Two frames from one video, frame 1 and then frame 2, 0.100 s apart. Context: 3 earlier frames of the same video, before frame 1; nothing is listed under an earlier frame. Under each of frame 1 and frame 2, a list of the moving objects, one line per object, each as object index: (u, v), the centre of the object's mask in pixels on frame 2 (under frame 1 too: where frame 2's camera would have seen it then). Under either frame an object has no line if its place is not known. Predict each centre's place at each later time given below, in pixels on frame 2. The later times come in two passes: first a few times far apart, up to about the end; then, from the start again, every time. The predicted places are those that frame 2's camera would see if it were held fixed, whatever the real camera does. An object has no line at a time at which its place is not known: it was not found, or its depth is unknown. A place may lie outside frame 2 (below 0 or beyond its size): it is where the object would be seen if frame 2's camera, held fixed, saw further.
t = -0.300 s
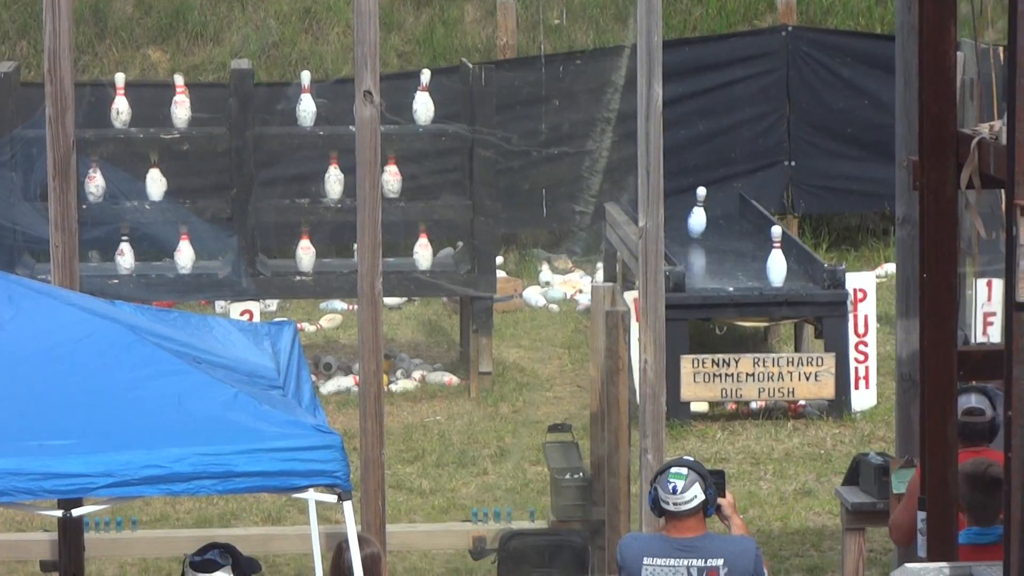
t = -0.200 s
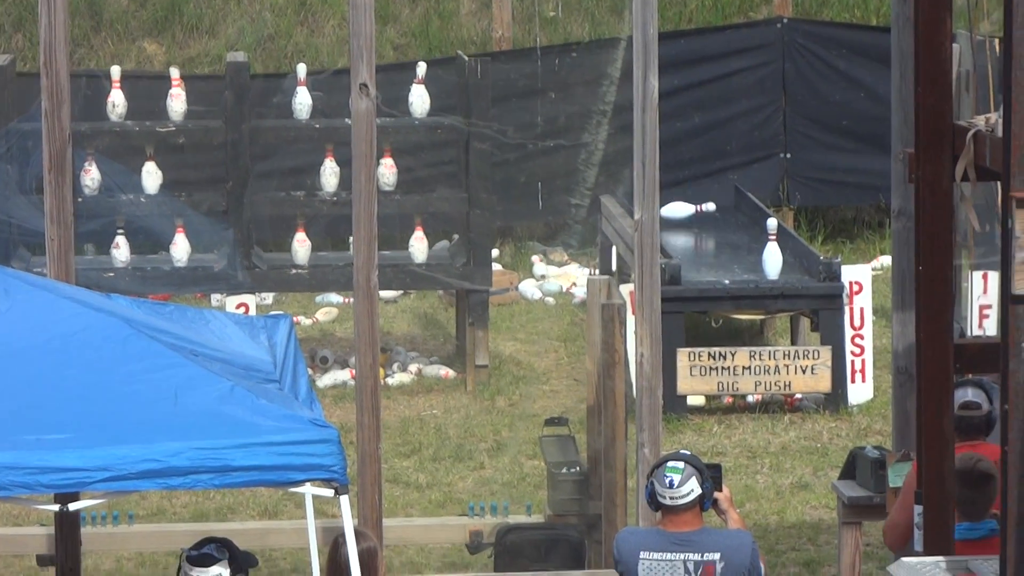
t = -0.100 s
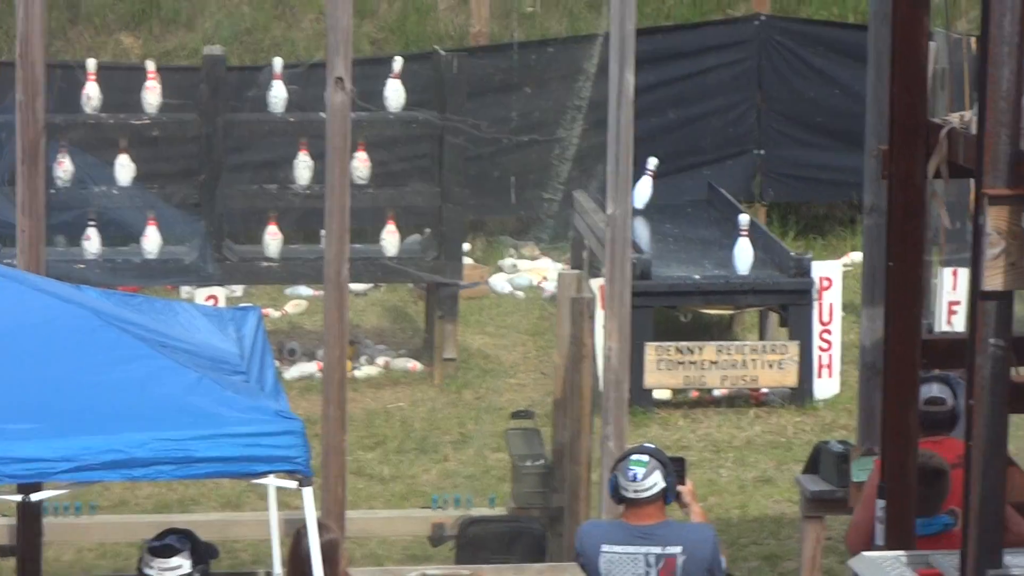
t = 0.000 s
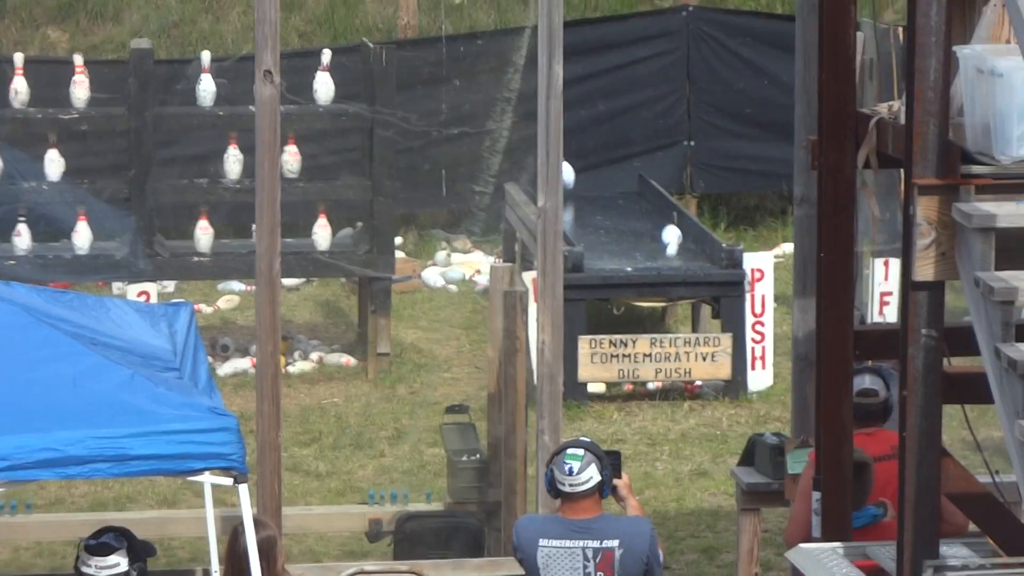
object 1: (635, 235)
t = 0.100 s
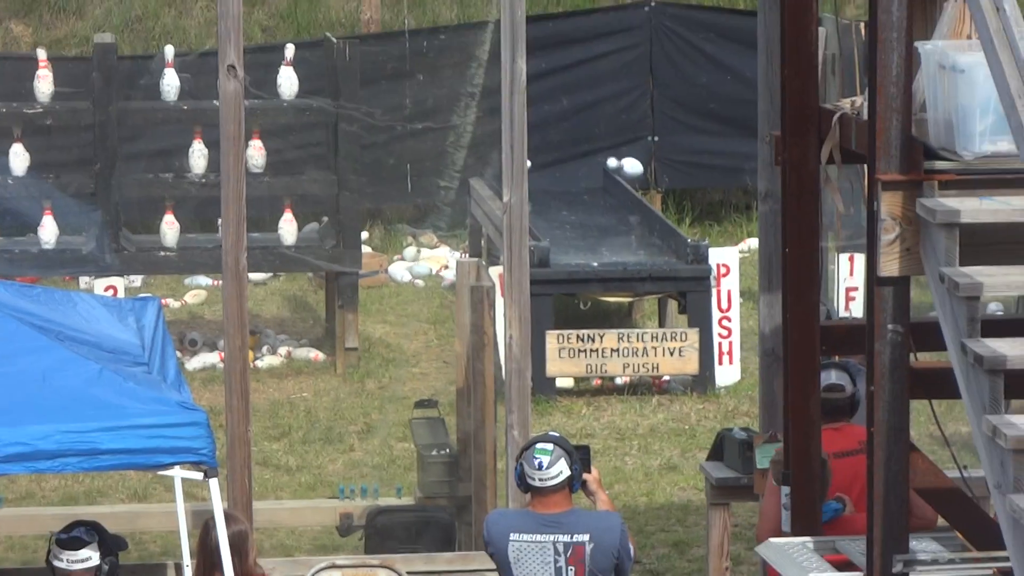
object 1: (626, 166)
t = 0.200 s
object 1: (619, 111)
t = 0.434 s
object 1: (603, 56)
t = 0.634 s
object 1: (586, 67)
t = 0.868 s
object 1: (578, 151)
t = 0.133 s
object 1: (623, 145)
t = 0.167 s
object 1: (621, 127)
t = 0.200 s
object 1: (619, 111)
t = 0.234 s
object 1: (617, 97)
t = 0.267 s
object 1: (615, 85)
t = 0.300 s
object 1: (613, 76)
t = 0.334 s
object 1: (612, 68)
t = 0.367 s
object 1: (609, 63)
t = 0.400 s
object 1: (606, 59)
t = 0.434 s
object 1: (603, 56)
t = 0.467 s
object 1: (600, 55)
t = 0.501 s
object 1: (597, 54)
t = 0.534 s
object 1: (594, 56)
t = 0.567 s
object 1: (593, 56)
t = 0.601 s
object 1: (592, 61)
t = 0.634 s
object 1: (586, 67)
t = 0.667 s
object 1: (584, 74)
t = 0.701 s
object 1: (582, 82)
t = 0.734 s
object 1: (581, 92)
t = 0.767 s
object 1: (580, 104)
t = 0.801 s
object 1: (579, 118)
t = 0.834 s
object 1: (579, 134)
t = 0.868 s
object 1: (578, 151)
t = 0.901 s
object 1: (577, 170)
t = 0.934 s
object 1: (566, 184)
